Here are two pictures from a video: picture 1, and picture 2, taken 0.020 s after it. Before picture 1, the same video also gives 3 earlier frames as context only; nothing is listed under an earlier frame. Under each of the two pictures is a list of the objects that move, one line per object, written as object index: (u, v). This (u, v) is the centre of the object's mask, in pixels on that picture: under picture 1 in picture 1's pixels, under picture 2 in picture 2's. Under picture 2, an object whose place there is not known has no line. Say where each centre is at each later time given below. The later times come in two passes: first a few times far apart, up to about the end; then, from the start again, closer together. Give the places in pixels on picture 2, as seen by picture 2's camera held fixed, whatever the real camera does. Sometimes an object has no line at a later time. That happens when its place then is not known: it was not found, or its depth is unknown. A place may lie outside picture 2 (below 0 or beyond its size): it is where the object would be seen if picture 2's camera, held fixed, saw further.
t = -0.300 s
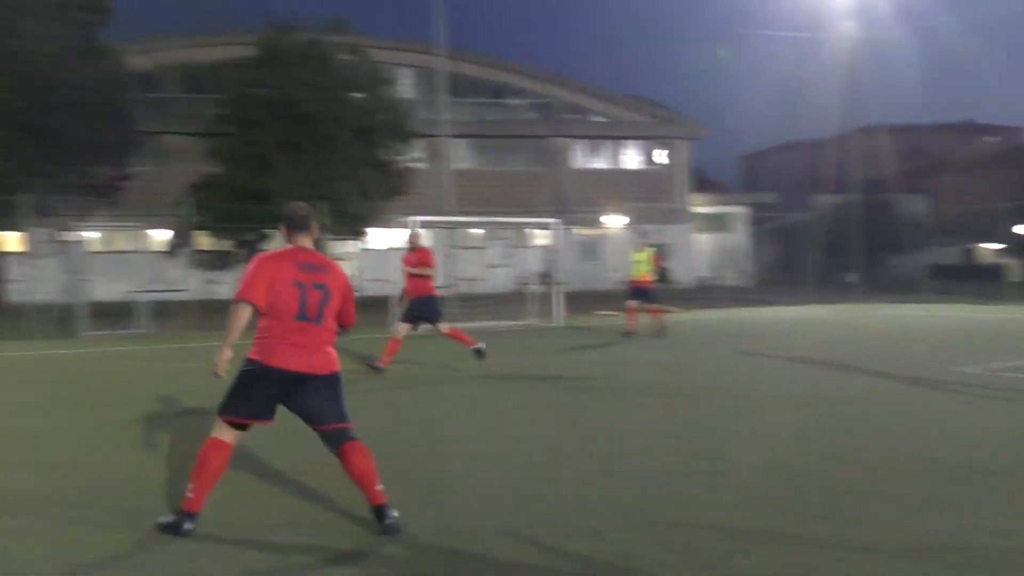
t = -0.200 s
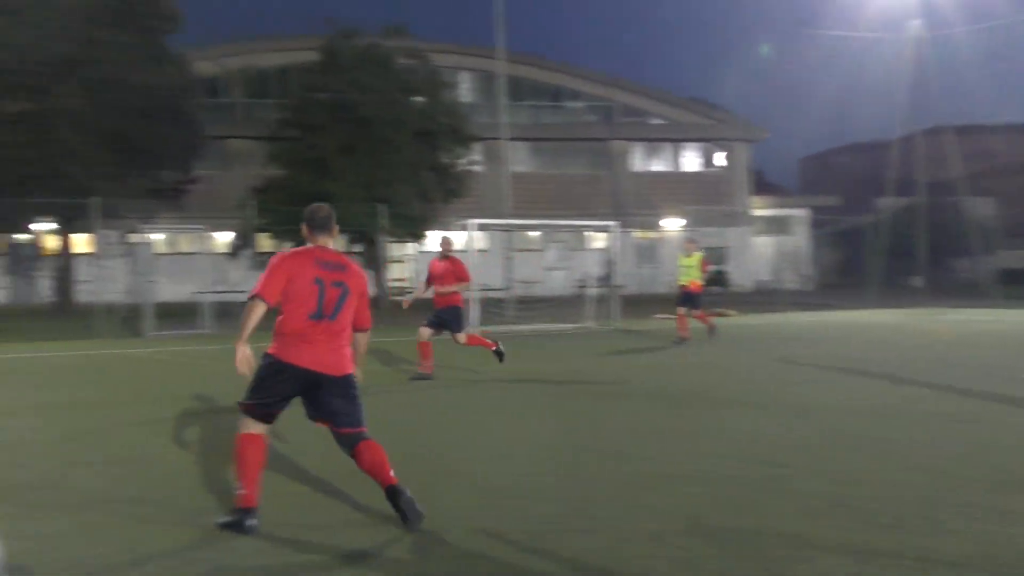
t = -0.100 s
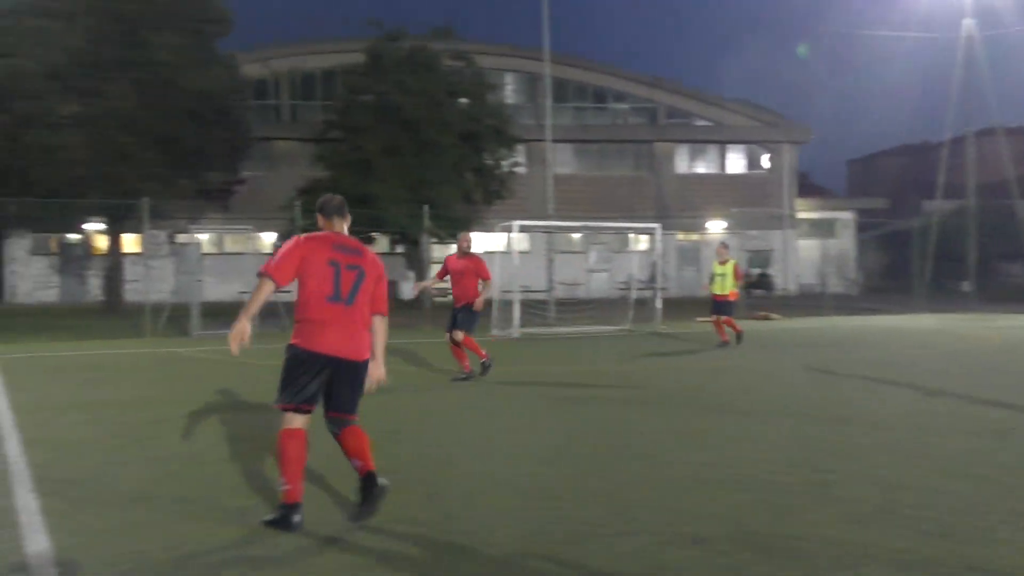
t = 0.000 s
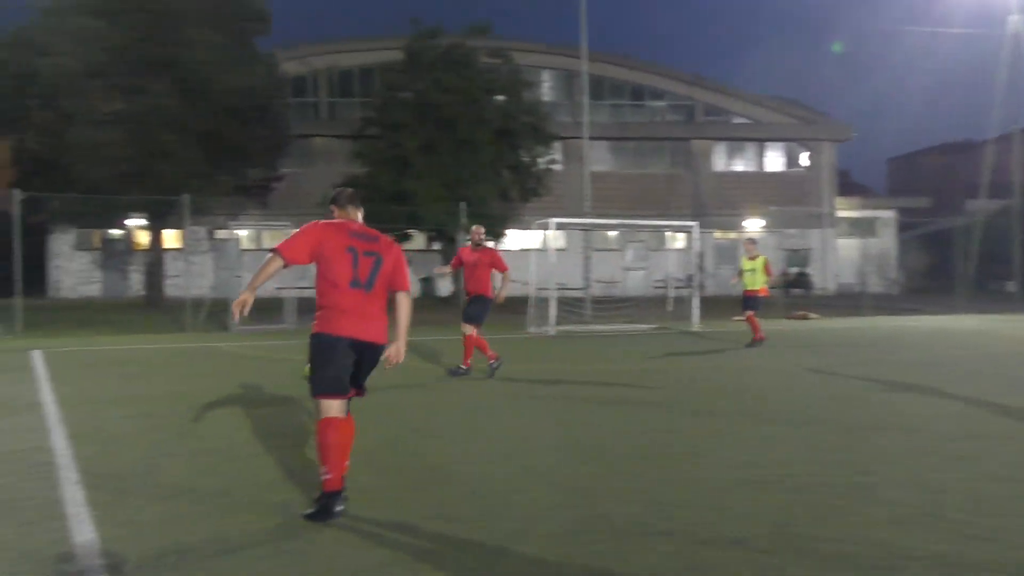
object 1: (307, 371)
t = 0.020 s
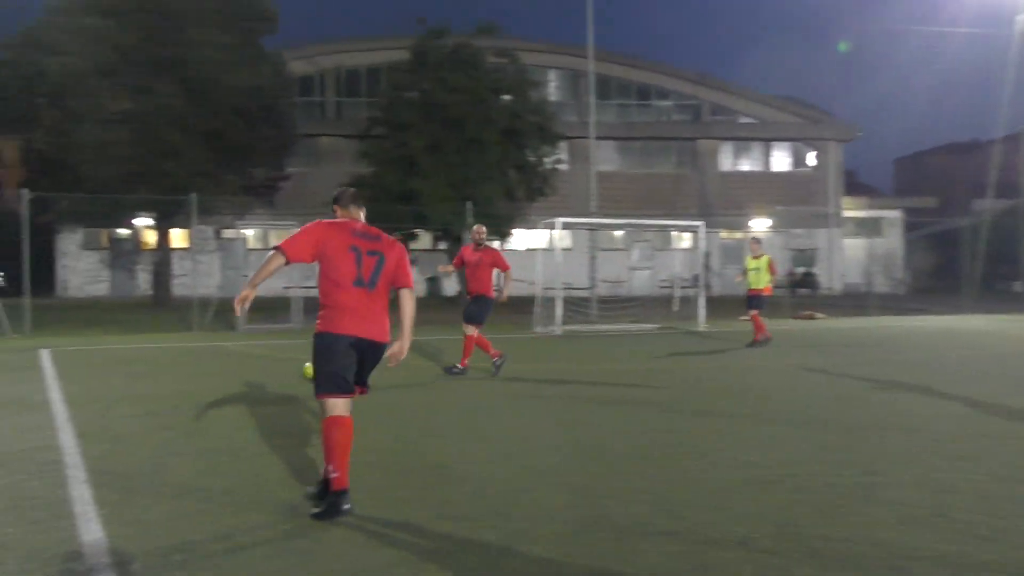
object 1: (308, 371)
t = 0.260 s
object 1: (204, 370)
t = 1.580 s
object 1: (-280, 361)
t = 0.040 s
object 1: (302, 371)
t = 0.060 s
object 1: (295, 370)
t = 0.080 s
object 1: (285, 371)
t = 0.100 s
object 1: (275, 371)
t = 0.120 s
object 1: (266, 371)
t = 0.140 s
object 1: (257, 371)
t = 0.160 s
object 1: (248, 370)
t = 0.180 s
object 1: (240, 370)
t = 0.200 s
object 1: (231, 371)
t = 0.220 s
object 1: (222, 371)
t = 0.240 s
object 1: (212, 371)
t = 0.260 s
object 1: (204, 370)
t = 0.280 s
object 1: (196, 370)
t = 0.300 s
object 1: (187, 369)
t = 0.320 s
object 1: (179, 369)
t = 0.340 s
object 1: (170, 369)
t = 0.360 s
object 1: (162, 370)
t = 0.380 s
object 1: (152, 370)
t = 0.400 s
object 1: (144, 370)
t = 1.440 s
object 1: (-252, 367)
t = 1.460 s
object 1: (-257, 366)
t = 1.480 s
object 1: (-262, 365)
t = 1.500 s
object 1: (-265, 364)
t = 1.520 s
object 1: (-269, 363)
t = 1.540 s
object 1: (-273, 362)
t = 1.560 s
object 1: (-276, 362)
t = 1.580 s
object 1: (-280, 361)
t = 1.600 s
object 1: (-282, 361)
